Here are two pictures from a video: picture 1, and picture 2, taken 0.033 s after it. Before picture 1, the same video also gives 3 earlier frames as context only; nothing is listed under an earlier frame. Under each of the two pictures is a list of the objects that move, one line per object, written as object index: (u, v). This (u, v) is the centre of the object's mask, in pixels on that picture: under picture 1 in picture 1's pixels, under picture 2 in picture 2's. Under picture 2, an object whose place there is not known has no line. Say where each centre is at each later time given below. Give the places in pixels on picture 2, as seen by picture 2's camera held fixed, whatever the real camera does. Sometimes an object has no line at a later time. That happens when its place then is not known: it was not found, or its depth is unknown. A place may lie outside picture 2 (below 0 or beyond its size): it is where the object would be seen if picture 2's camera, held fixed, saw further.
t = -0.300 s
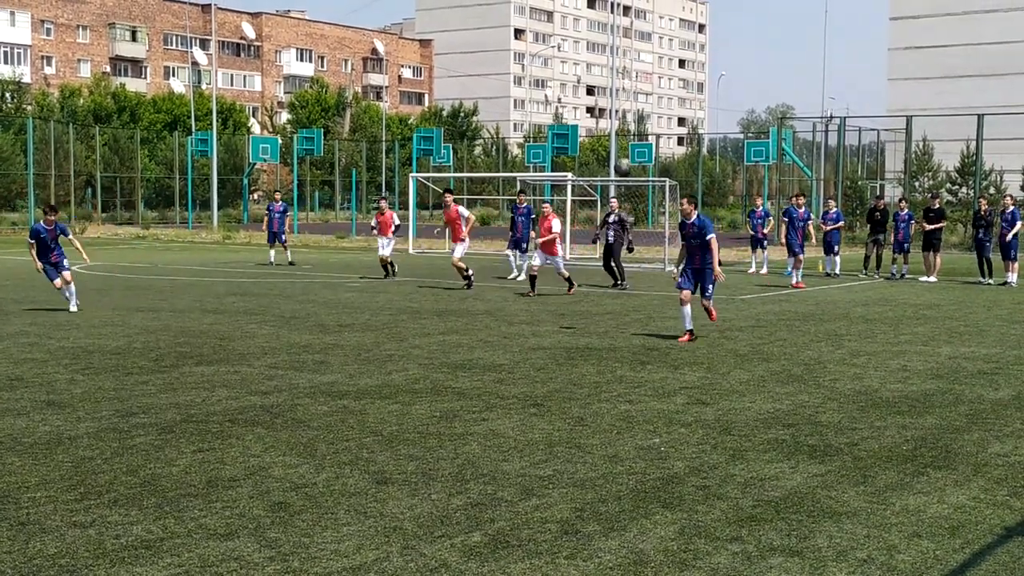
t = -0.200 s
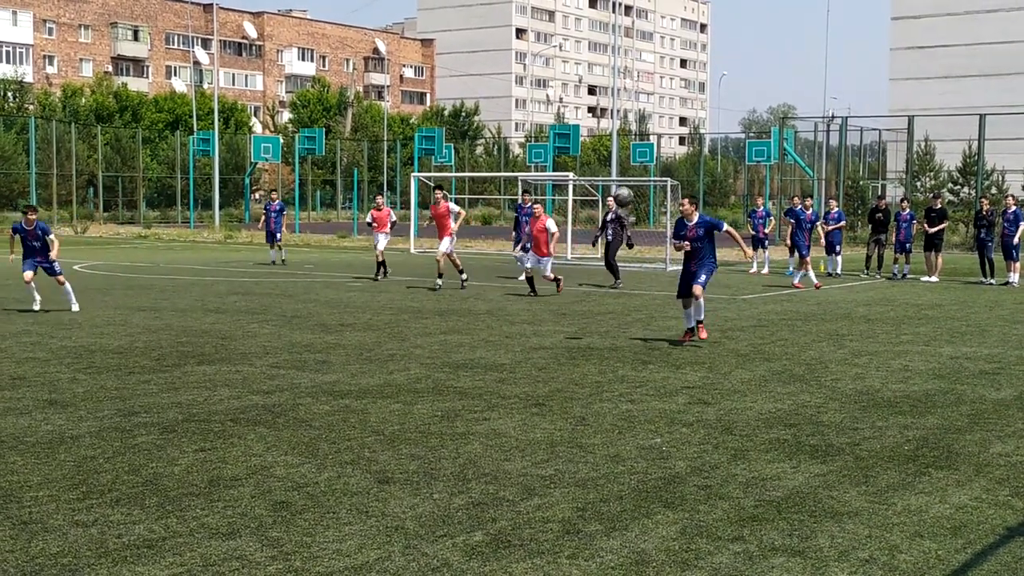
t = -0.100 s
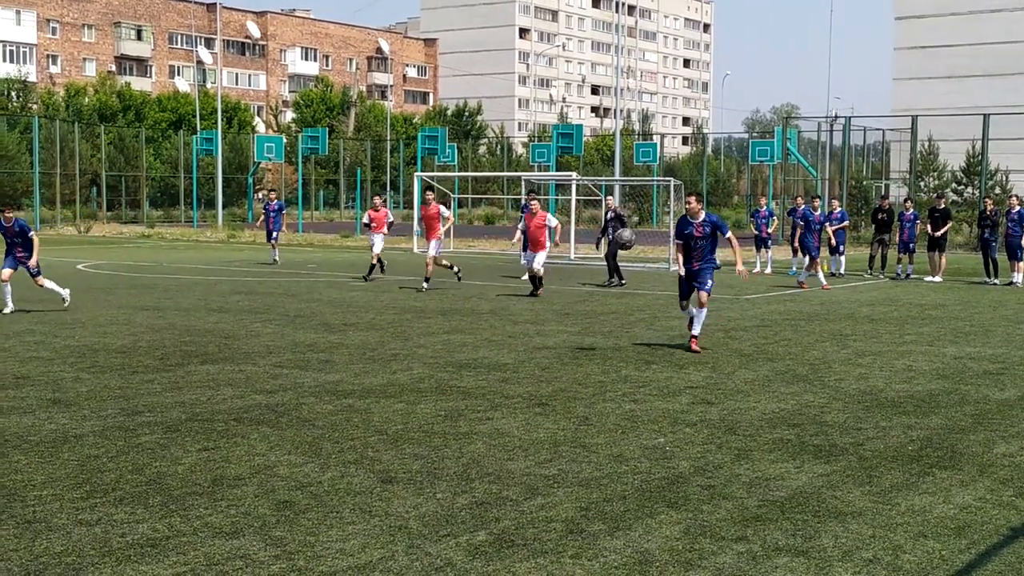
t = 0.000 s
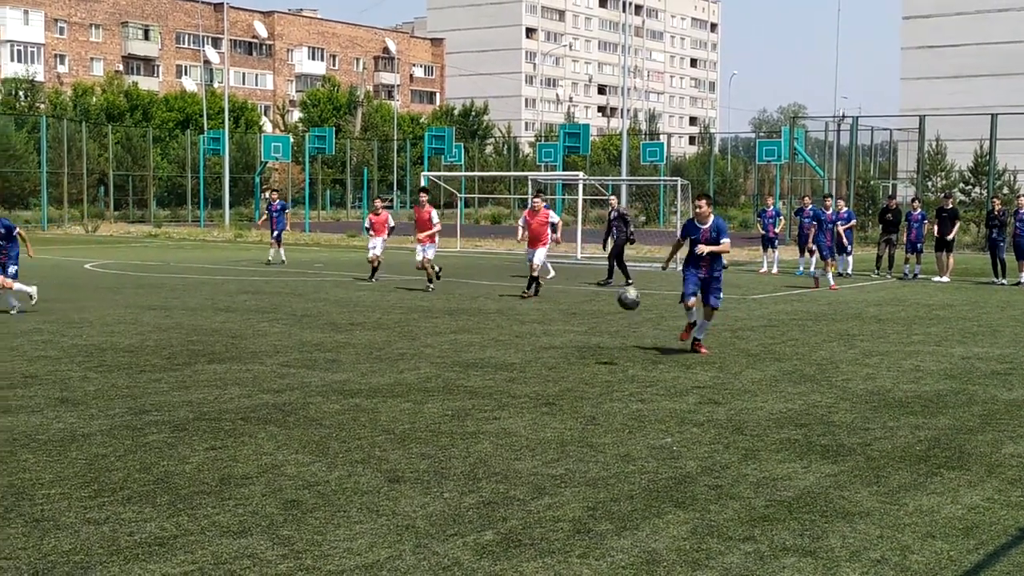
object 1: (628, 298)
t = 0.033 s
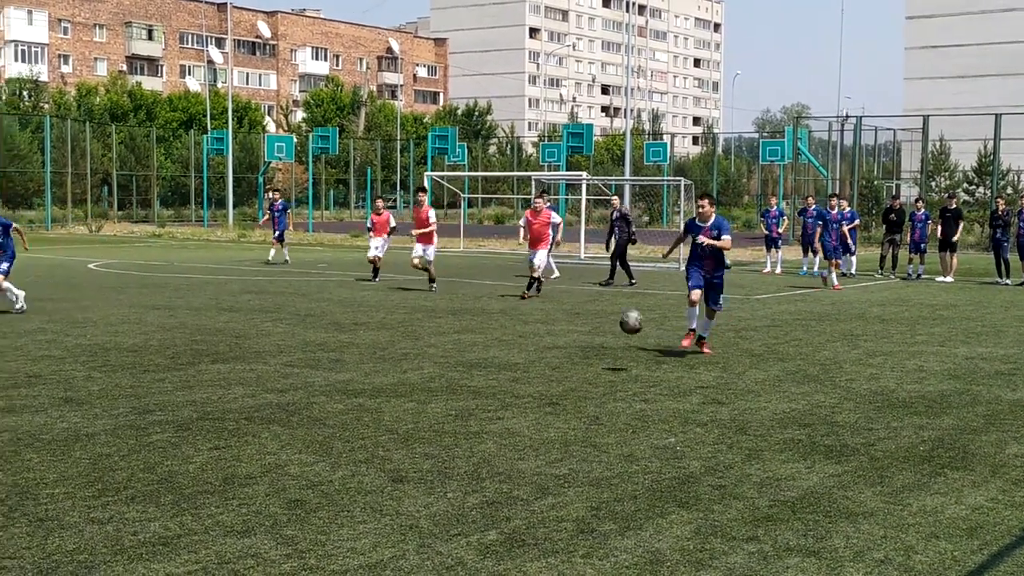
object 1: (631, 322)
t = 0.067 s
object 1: (630, 348)
